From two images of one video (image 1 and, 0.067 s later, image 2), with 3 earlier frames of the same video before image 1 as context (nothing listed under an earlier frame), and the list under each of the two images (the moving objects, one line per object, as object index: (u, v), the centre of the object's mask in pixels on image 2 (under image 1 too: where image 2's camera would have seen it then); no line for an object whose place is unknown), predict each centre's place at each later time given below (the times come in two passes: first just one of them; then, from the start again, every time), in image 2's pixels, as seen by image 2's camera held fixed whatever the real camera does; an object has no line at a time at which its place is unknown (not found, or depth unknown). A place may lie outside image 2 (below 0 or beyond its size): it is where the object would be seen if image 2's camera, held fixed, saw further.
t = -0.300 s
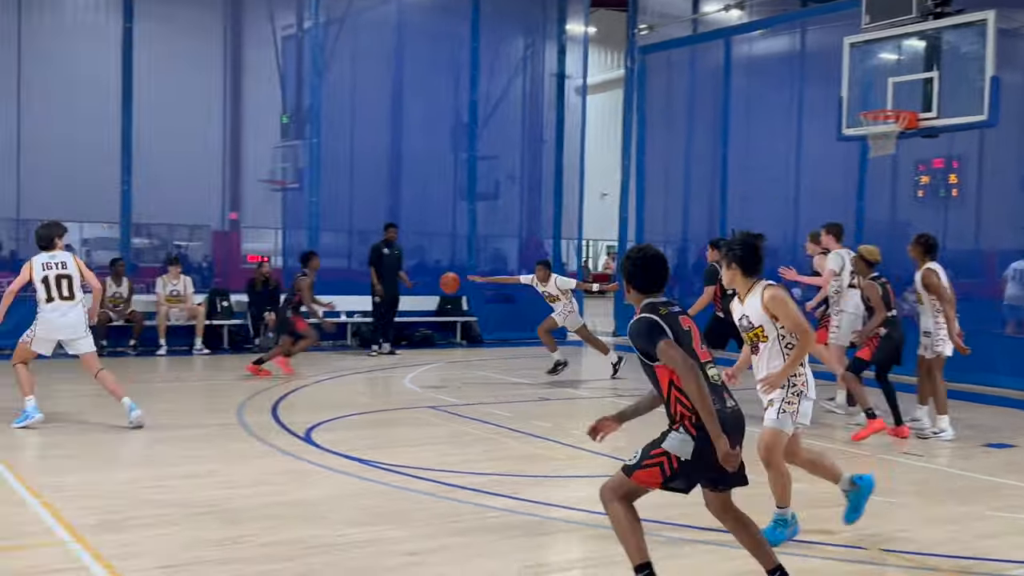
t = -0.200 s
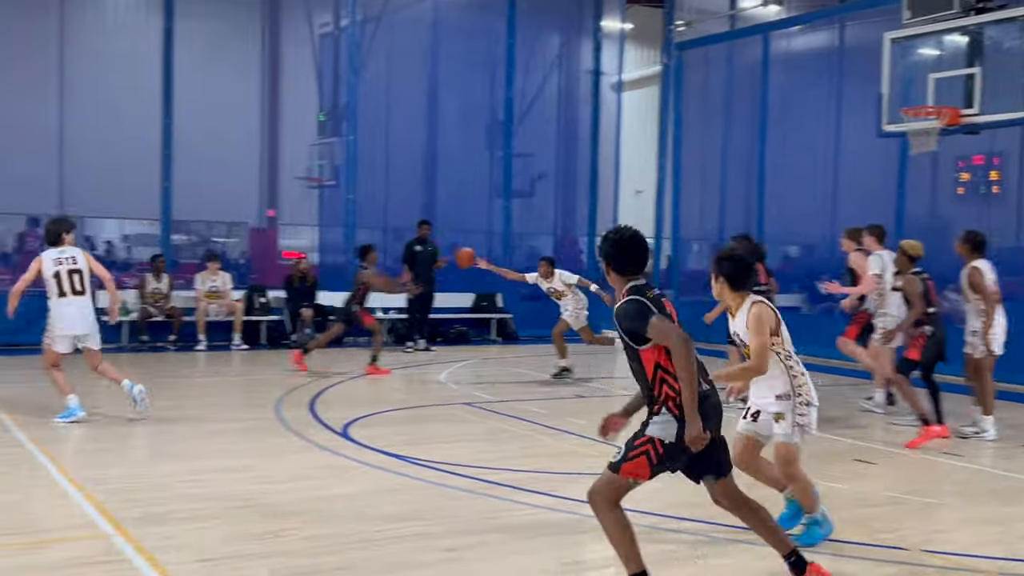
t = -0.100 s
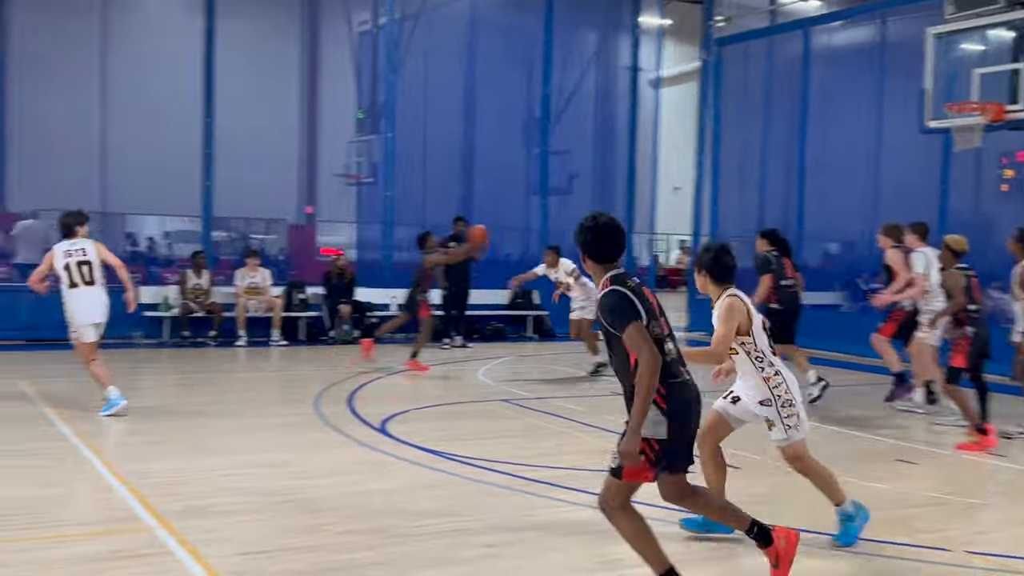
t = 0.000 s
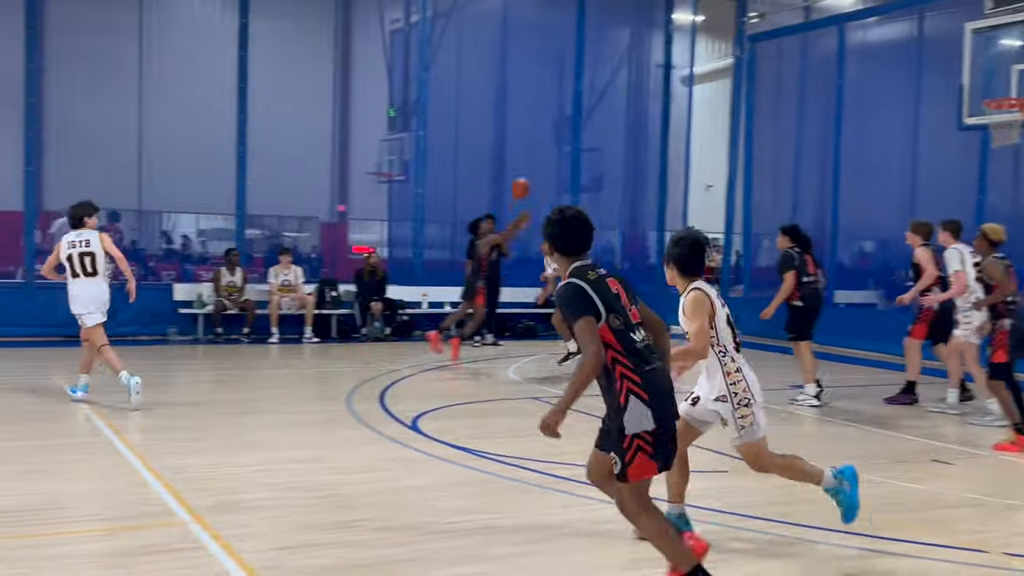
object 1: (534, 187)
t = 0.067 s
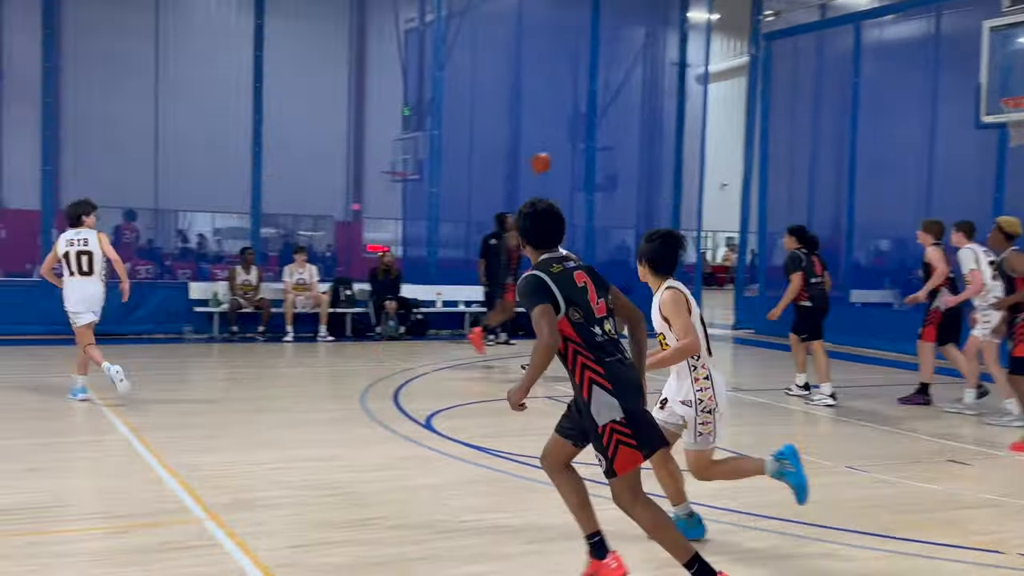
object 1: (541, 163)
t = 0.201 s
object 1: (554, 125)
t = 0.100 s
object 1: (544, 152)
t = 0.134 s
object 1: (548, 142)
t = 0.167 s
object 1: (550, 133)
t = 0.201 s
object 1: (554, 125)
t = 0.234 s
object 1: (556, 118)
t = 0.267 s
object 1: (559, 112)
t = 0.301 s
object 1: (561, 107)
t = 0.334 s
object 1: (563, 103)
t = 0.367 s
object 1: (566, 100)
